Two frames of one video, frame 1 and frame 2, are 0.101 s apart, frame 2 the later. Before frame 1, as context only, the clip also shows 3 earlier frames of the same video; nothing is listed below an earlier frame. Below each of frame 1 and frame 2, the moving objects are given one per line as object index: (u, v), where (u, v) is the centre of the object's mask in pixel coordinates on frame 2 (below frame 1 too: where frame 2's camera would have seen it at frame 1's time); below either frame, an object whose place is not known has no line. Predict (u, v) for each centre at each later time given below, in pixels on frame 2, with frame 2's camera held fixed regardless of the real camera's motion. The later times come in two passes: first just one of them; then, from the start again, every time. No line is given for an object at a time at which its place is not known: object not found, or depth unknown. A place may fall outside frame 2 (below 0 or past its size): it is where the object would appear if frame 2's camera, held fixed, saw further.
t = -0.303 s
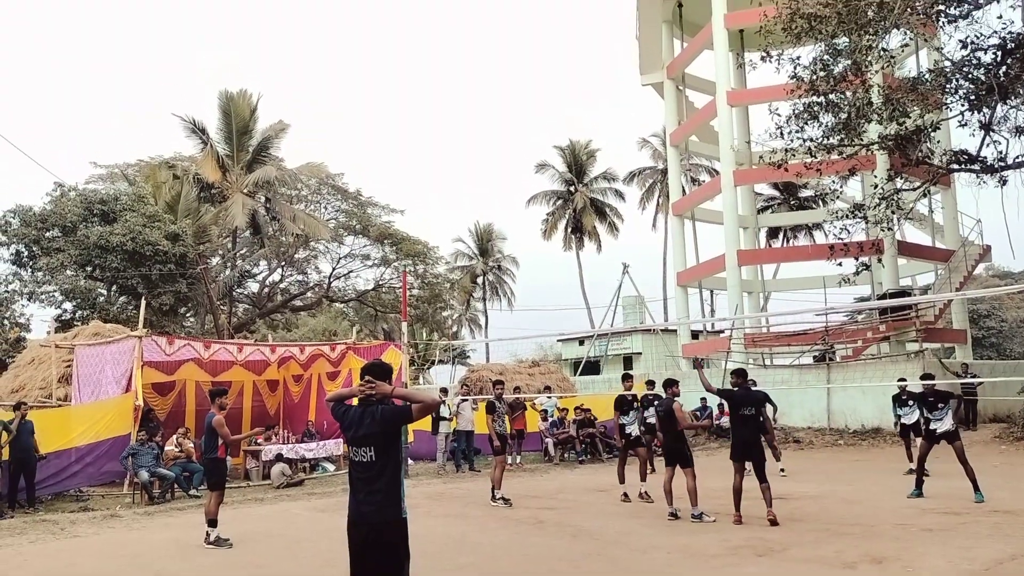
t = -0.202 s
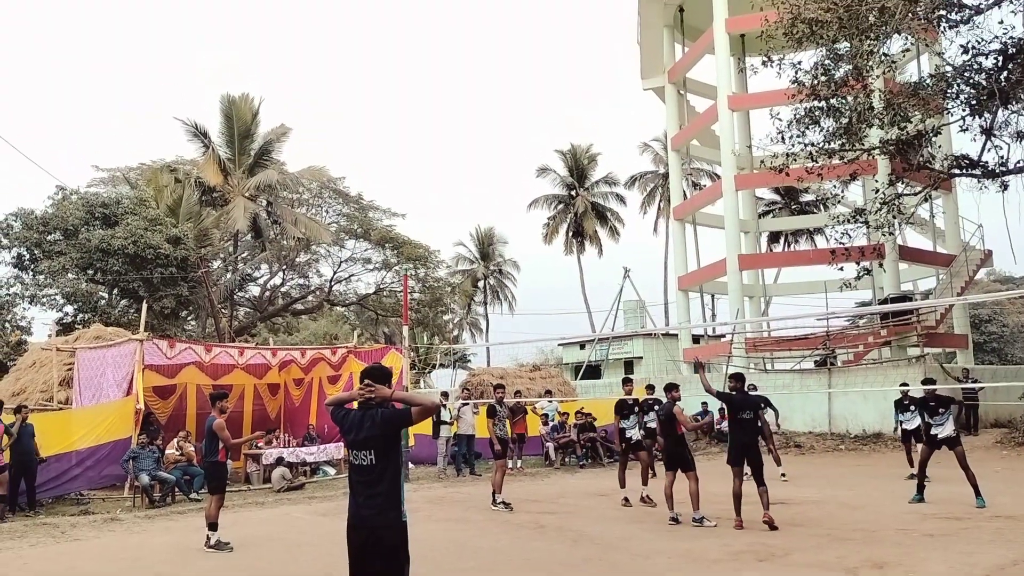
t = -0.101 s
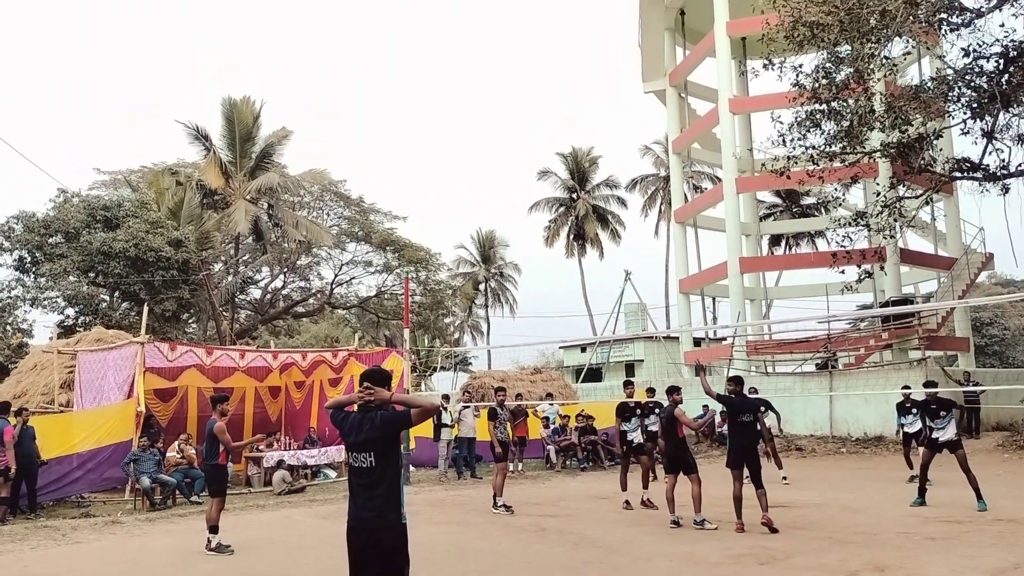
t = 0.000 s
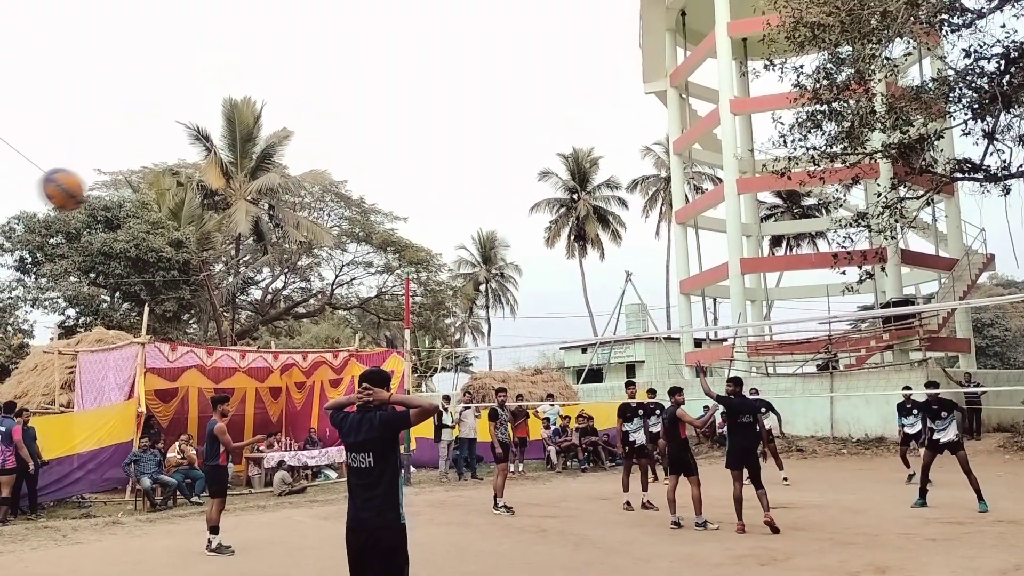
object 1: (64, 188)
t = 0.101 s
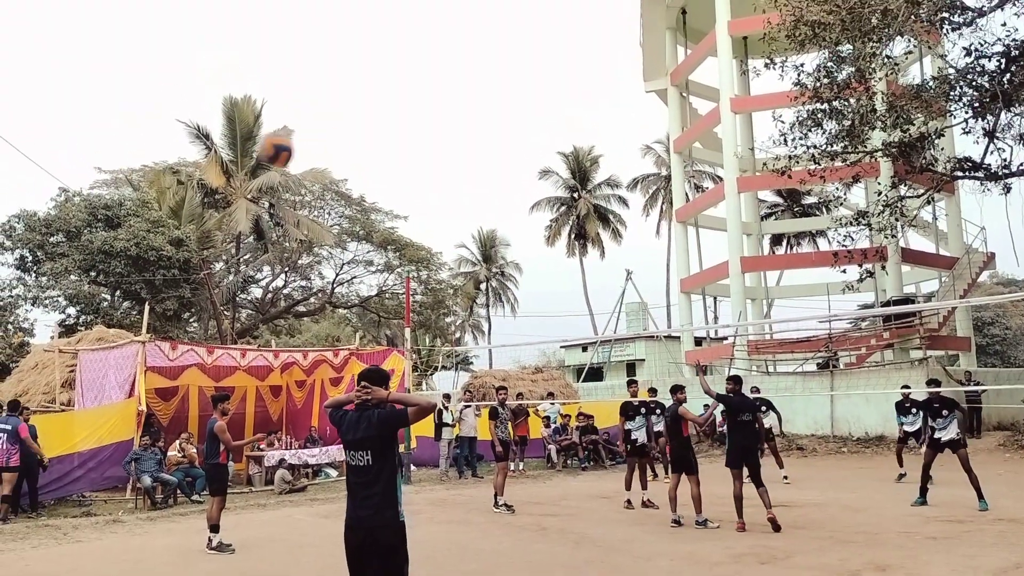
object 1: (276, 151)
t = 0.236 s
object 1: (450, 139)
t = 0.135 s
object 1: (329, 144)
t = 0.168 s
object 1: (374, 140)
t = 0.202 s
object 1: (414, 139)
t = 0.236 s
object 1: (450, 139)
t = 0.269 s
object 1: (482, 140)
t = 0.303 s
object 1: (513, 142)
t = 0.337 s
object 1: (540, 146)
